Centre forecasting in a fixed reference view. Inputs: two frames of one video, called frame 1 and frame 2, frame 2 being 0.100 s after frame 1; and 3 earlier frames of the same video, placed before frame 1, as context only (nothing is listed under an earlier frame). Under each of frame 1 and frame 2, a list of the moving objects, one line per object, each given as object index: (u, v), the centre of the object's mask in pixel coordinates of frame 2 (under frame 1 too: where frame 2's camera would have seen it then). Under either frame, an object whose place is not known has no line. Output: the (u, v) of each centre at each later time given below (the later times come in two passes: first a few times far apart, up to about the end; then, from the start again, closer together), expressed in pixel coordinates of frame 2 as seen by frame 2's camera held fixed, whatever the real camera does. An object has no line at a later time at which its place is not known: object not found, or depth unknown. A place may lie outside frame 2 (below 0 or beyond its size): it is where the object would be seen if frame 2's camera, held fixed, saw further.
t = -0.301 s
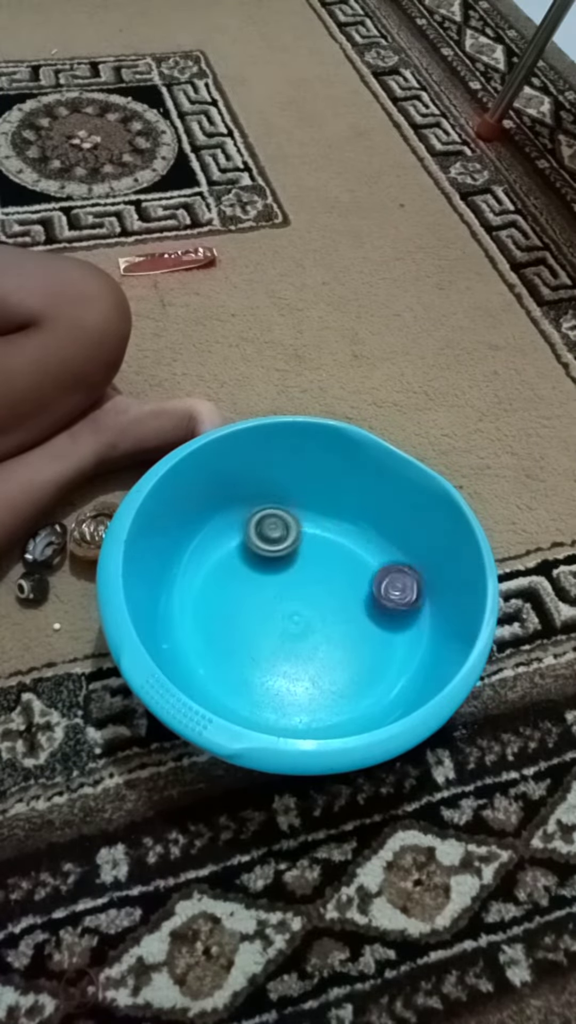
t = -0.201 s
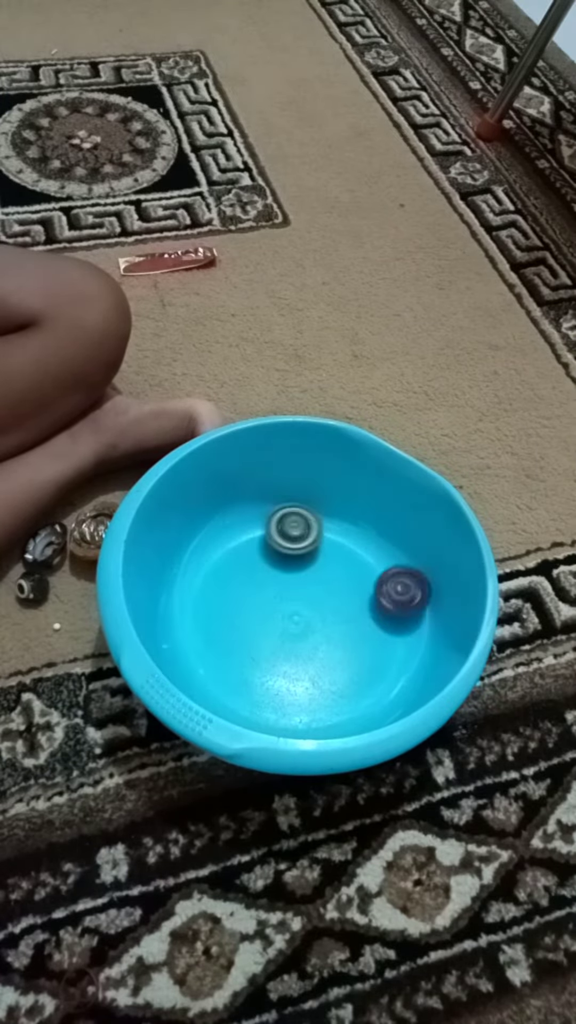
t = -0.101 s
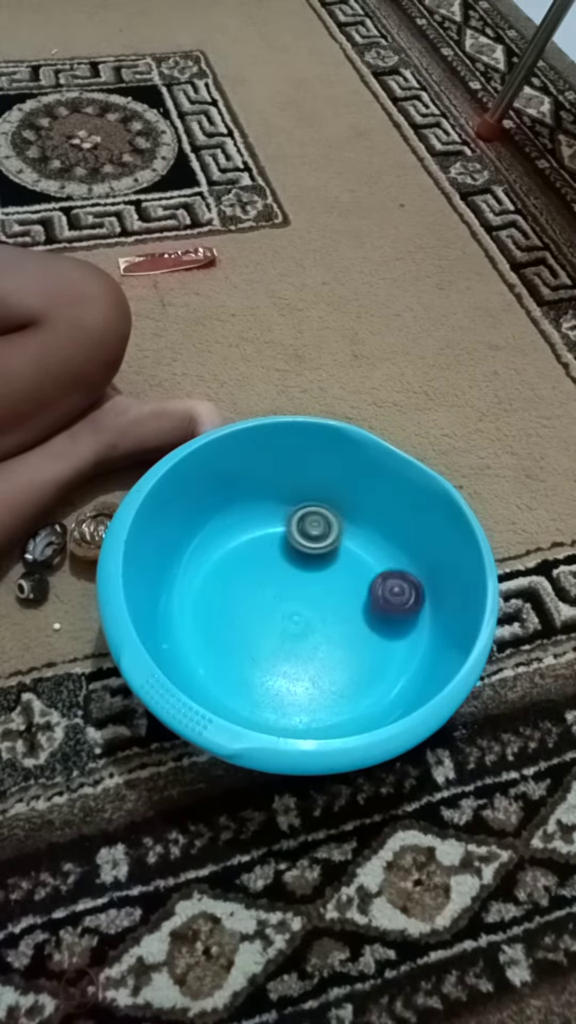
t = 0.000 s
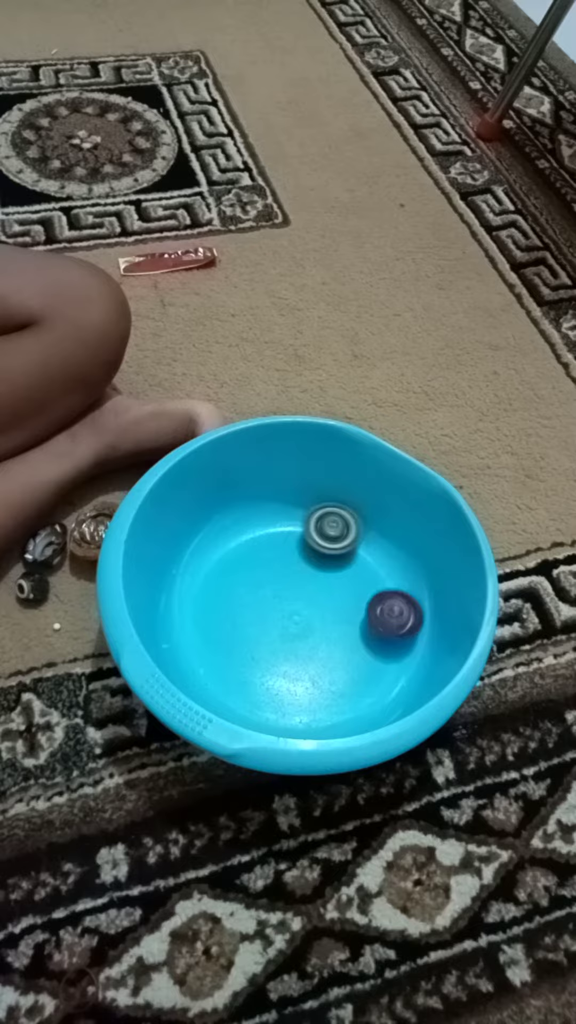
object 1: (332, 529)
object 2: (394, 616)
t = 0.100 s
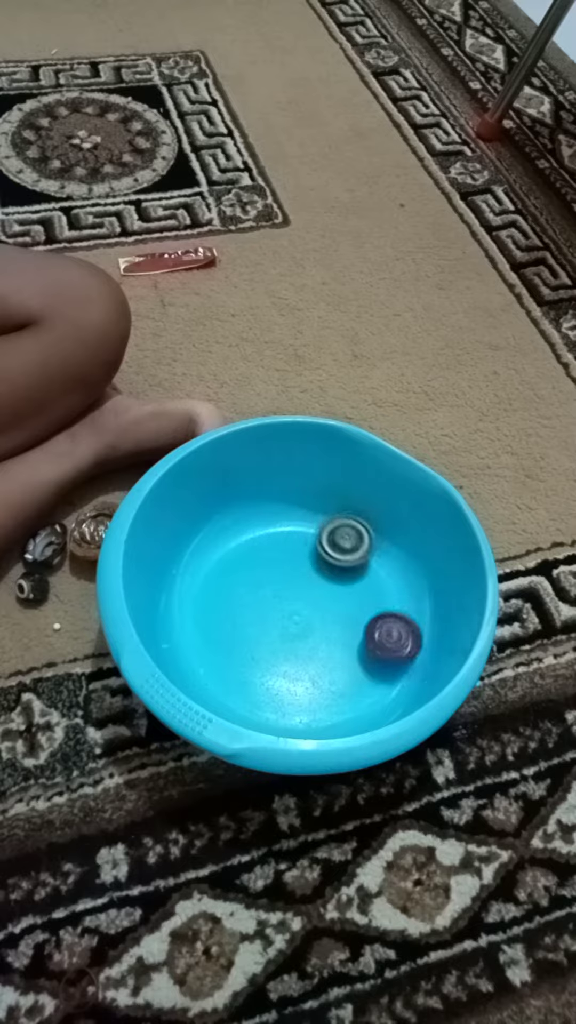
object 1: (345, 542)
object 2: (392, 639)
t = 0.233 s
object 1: (366, 563)
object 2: (390, 670)
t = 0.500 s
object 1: (396, 615)
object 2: (368, 686)
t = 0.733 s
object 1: (385, 658)
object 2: (330, 714)
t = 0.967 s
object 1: (361, 672)
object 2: (284, 703)
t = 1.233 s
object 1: (323, 656)
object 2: (236, 653)
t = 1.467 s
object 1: (304, 640)
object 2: (232, 602)
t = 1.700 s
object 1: (296, 623)
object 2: (250, 560)
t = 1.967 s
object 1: (287, 608)
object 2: (293, 534)
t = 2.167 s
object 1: (285, 601)
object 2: (332, 529)
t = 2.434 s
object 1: (284, 586)
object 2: (357, 550)
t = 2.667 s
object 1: (287, 573)
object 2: (372, 591)
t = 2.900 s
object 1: (298, 554)
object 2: (372, 632)
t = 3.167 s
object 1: (322, 533)
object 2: (353, 679)
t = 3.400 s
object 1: (335, 531)
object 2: (317, 715)
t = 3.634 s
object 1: (346, 536)
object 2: (287, 708)
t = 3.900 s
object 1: (361, 550)
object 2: (244, 667)
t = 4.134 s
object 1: (382, 566)
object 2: (222, 628)
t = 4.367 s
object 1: (384, 589)
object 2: (209, 589)
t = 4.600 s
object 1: (394, 615)
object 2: (211, 555)
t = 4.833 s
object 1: (384, 629)
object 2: (239, 544)
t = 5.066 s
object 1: (353, 631)
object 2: (278, 538)
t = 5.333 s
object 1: (323, 616)
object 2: (322, 530)
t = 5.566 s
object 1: (299, 592)
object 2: (338, 531)
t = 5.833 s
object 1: (284, 566)
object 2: (364, 559)
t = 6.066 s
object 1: (286, 539)
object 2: (393, 582)
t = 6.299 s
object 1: (295, 532)
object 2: (395, 589)
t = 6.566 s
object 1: (319, 537)
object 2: (388, 623)
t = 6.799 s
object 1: (341, 534)
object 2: (400, 657)
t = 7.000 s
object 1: (351, 543)
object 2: (397, 653)
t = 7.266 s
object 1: (365, 555)
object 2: (367, 677)
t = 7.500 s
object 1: (349, 575)
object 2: (359, 706)
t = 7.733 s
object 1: (325, 583)
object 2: (339, 691)
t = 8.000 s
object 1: (296, 577)
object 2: (301, 693)
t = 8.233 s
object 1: (275, 562)
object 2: (272, 710)
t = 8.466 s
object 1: (267, 539)
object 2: (264, 702)
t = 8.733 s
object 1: (267, 530)
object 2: (232, 674)
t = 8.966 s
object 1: (275, 524)
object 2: (209, 673)
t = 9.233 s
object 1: (286, 525)
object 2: (220, 649)
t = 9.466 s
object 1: (289, 524)
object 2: (221, 630)
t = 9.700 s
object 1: (301, 531)
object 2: (206, 608)
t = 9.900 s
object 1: (312, 529)
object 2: (195, 589)
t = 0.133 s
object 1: (350, 547)
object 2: (391, 646)
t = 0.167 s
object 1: (356, 552)
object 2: (390, 655)
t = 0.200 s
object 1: (361, 557)
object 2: (391, 663)
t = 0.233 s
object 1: (366, 563)
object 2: (390, 670)
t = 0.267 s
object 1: (370, 569)
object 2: (390, 676)
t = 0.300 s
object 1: (374, 575)
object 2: (391, 676)
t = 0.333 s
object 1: (378, 581)
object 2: (391, 674)
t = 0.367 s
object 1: (382, 588)
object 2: (390, 672)
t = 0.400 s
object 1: (386, 594)
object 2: (386, 672)
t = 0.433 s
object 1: (390, 601)
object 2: (380, 678)
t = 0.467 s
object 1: (393, 608)
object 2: (374, 682)
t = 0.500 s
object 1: (396, 615)
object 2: (368, 686)
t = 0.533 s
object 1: (399, 621)
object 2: (361, 691)
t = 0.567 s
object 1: (402, 627)
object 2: (355, 696)
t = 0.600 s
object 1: (398, 631)
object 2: (348, 700)
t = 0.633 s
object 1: (394, 636)
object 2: (341, 707)
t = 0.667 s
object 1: (392, 643)
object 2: (336, 710)
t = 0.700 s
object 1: (388, 650)
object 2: (331, 713)
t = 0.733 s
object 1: (385, 658)
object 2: (330, 714)
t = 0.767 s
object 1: (379, 666)
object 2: (331, 713)
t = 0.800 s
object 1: (380, 670)
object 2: (324, 713)
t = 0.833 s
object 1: (383, 674)
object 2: (313, 713)
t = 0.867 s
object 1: (383, 676)
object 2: (305, 711)
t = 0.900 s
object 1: (375, 673)
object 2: (299, 710)
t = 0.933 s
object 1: (368, 673)
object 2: (291, 708)
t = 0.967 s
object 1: (361, 672)
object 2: (284, 703)
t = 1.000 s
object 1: (355, 671)
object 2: (276, 697)
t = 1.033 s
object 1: (349, 670)
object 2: (269, 693)
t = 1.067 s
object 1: (344, 668)
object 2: (263, 687)
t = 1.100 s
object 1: (339, 666)
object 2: (255, 681)
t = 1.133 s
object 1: (335, 663)
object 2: (248, 674)
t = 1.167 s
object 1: (331, 661)
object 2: (243, 668)
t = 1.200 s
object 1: (327, 658)
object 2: (239, 659)
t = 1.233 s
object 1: (323, 656)
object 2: (236, 653)
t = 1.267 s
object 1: (320, 653)
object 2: (234, 644)
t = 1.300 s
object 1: (316, 651)
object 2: (232, 637)
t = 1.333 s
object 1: (313, 648)
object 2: (231, 630)
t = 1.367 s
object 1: (310, 646)
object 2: (230, 623)
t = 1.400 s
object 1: (308, 644)
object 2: (230, 615)
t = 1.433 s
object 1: (306, 642)
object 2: (230, 609)
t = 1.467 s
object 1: (304, 640)
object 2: (232, 602)
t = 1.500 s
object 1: (302, 638)
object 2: (232, 595)
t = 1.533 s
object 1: (300, 636)
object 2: (234, 589)
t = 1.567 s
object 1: (298, 633)
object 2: (236, 582)
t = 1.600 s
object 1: (297, 631)
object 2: (239, 576)
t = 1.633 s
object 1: (296, 628)
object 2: (242, 570)
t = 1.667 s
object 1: (296, 626)
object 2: (246, 565)
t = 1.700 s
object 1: (296, 623)
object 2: (250, 560)
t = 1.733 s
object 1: (295, 621)
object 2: (255, 556)
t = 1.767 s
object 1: (293, 619)
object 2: (259, 552)
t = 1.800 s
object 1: (292, 616)
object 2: (265, 548)
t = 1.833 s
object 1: (290, 614)
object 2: (269, 545)
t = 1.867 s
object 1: (289, 612)
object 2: (276, 541)
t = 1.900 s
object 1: (288, 610)
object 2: (281, 539)
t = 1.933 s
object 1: (287, 609)
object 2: (288, 536)
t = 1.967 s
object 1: (287, 608)
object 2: (293, 534)
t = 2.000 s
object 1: (286, 607)
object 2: (301, 532)
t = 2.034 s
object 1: (286, 607)
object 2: (307, 530)
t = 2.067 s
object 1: (285, 607)
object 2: (314, 529)
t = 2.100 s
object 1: (285, 606)
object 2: (320, 528)
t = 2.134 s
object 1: (285, 604)
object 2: (327, 528)
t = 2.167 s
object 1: (285, 601)
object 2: (332, 529)
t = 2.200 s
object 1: (285, 599)
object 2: (336, 529)
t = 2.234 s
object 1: (285, 598)
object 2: (340, 530)
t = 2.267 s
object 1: (284, 596)
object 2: (343, 531)
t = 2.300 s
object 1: (284, 594)
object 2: (343, 533)
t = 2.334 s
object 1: (283, 593)
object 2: (347, 535)
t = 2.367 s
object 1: (283, 591)
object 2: (350, 540)
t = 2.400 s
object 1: (284, 589)
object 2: (354, 545)
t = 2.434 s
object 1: (284, 586)
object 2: (357, 550)
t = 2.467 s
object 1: (284, 585)
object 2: (361, 556)
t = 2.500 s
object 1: (285, 583)
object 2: (364, 561)
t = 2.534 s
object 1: (285, 581)
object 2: (367, 567)
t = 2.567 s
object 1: (285, 578)
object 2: (368, 573)
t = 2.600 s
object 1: (286, 576)
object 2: (370, 579)
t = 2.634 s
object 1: (286, 574)
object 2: (371, 585)
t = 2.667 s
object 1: (287, 573)
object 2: (372, 591)
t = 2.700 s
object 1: (288, 570)
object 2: (373, 597)
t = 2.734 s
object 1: (289, 568)
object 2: (374, 602)
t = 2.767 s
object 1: (291, 565)
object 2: (373, 609)
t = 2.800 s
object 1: (292, 562)
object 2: (374, 614)
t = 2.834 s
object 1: (294, 559)
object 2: (373, 621)
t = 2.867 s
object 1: (296, 556)
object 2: (373, 626)
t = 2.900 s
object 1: (298, 554)
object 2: (372, 632)
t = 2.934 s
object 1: (300, 551)
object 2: (371, 638)
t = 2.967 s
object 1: (302, 549)
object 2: (370, 644)
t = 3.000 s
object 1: (305, 547)
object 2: (368, 649)
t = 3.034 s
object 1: (308, 544)
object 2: (366, 655)
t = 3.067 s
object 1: (311, 541)
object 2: (363, 661)
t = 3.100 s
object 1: (314, 538)
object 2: (361, 667)
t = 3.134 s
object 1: (318, 536)
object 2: (357, 673)
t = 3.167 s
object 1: (322, 533)
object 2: (353, 679)
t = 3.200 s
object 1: (326, 530)
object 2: (348, 686)
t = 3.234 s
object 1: (328, 528)
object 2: (344, 690)
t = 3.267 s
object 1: (329, 529)
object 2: (339, 695)
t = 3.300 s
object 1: (330, 530)
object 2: (334, 701)
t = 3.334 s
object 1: (332, 530)
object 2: (328, 707)
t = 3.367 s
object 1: (333, 530)
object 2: (323, 711)
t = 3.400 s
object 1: (335, 531)
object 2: (317, 715)
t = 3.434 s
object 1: (336, 531)
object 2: (313, 716)
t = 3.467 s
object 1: (337, 532)
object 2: (311, 716)
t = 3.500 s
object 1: (339, 533)
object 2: (307, 716)
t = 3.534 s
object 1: (341, 534)
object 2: (304, 715)
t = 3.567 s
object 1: (342, 535)
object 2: (299, 713)
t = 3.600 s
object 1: (344, 535)
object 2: (294, 711)
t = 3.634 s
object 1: (346, 536)
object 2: (287, 708)
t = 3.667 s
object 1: (348, 536)
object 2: (281, 703)
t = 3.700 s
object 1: (349, 538)
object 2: (276, 698)
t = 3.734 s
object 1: (351, 538)
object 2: (270, 693)
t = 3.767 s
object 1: (352, 539)
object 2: (264, 689)
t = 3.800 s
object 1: (353, 542)
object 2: (258, 682)
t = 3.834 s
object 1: (355, 544)
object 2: (253, 677)
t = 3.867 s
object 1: (358, 547)
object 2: (248, 672)
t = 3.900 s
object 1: (361, 550)
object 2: (244, 667)
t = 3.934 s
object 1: (363, 553)
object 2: (239, 661)
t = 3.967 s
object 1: (366, 555)
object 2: (236, 656)
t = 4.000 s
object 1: (370, 558)
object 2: (232, 650)
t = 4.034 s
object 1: (373, 560)
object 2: (229, 645)
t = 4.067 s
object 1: (376, 562)
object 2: (227, 640)
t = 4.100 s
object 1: (379, 564)
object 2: (224, 634)
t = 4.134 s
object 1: (382, 566)
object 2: (222, 628)
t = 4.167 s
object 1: (384, 567)
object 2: (219, 622)
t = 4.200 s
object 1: (383, 571)
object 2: (217, 618)
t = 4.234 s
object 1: (383, 574)
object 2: (215, 611)
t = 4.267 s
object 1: (383, 577)
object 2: (213, 606)
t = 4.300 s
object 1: (383, 581)
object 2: (211, 600)
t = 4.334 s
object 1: (384, 585)
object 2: (210, 595)
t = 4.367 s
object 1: (384, 589)
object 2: (209, 589)
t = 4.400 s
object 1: (385, 592)
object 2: (209, 583)
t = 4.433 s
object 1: (386, 596)
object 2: (208, 578)
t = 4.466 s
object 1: (387, 599)
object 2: (209, 571)
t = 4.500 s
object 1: (388, 603)
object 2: (209, 567)
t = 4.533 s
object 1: (390, 607)
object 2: (210, 561)
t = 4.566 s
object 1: (392, 611)
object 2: (211, 558)
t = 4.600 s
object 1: (394, 615)
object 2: (211, 555)
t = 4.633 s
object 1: (396, 619)
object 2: (212, 555)
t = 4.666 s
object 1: (398, 623)
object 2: (214, 553)
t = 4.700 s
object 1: (401, 626)
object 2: (219, 552)
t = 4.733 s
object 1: (403, 628)
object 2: (222, 551)
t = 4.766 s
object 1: (396, 628)
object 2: (228, 547)
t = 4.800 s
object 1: (389, 627)
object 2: (233, 546)
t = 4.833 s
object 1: (384, 629)
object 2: (239, 544)
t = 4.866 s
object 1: (379, 631)
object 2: (244, 543)
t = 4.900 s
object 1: (375, 632)
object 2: (250, 541)
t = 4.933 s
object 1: (371, 633)
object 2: (257, 539)
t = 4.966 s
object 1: (366, 633)
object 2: (261, 539)
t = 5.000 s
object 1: (362, 633)
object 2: (268, 536)
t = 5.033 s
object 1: (357, 632)
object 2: (272, 537)
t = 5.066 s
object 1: (353, 631)
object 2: (278, 538)
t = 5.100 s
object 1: (349, 629)
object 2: (283, 535)
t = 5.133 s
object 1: (345, 628)
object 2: (288, 535)
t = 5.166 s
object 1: (341, 626)
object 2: (295, 534)
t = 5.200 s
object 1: (337, 624)
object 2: (299, 534)
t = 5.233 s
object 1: (334, 622)
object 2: (306, 531)
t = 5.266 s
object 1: (330, 620)
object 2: (311, 532)
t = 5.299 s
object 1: (327, 618)
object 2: (316, 530)
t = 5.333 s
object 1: (323, 616)
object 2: (322, 530)
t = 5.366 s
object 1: (320, 613)
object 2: (325, 531)
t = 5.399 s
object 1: (317, 610)
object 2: (332, 530)
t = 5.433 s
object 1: (314, 606)
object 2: (336, 530)
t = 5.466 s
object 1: (310, 602)
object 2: (338, 530)
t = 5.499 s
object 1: (306, 598)
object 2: (338, 529)
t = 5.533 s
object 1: (303, 594)
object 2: (337, 530)
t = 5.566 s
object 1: (299, 592)
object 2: (338, 531)
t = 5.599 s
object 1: (296, 589)
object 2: (339, 533)
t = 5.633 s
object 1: (294, 585)
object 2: (344, 537)
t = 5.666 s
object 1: (292, 582)
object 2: (347, 541)
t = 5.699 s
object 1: (290, 579)
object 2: (350, 545)
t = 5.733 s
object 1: (288, 576)
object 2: (353, 549)
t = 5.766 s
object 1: (286, 573)
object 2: (357, 552)
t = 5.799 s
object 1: (285, 569)
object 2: (361, 556)
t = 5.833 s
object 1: (284, 566)
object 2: (364, 559)
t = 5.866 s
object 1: (284, 562)
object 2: (368, 563)
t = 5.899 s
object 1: (283, 558)
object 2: (372, 567)
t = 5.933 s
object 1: (283, 555)
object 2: (376, 570)
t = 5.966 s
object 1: (283, 551)
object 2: (381, 573)
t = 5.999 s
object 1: (283, 547)
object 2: (384, 576)
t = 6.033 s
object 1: (284, 543)
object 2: (390, 580)
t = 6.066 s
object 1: (286, 539)
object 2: (393, 582)
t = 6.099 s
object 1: (287, 535)
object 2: (397, 585)
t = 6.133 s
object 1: (289, 531)
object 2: (400, 586)
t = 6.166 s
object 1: (291, 526)
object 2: (399, 586)
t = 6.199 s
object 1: (291, 523)
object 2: (399, 585)
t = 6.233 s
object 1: (291, 529)
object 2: (396, 586)
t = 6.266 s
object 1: (292, 531)
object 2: (395, 587)
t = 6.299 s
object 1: (295, 532)
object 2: (395, 589)
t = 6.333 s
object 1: (298, 533)
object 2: (394, 593)
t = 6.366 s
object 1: (301, 534)
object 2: (392, 598)
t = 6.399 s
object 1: (304, 535)
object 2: (390, 601)
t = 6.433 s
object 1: (307, 536)
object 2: (390, 605)
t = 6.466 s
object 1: (310, 536)
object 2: (389, 611)
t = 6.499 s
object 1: (313, 537)
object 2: (388, 614)
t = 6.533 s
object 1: (316, 537)
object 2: (388, 619)
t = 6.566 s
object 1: (319, 537)
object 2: (388, 623)
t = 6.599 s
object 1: (322, 537)
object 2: (389, 629)
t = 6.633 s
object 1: (325, 537)
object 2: (390, 634)
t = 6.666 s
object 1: (327, 536)
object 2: (392, 638)
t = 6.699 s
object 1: (331, 536)
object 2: (394, 644)
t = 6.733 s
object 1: (334, 536)
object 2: (396, 648)
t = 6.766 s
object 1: (338, 535)
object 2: (398, 652)
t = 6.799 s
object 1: (341, 534)
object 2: (400, 657)
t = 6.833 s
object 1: (343, 534)
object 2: (400, 659)
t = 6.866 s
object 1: (343, 536)
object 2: (403, 655)
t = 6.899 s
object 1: (345, 538)
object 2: (402, 655)
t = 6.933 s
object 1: (347, 540)
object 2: (401, 652)
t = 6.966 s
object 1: (349, 541)
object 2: (400, 652)
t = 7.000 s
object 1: (351, 543)
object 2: (397, 653)
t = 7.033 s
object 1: (354, 545)
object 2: (392, 655)
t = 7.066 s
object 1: (357, 546)
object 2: (387, 658)
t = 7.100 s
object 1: (359, 547)
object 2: (384, 659)
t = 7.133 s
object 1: (362, 548)
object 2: (380, 663)
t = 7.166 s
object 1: (364, 549)
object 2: (375, 667)
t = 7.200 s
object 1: (367, 550)
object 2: (373, 670)
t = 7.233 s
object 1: (368, 550)
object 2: (369, 674)
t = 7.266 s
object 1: (365, 555)
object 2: (367, 677)
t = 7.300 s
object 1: (362, 559)
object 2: (364, 684)
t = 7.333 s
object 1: (360, 562)
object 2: (362, 689)
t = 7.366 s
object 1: (359, 566)
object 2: (361, 693)
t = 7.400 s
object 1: (357, 569)
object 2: (359, 699)
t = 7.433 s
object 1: (354, 572)
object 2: (357, 704)
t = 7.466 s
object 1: (352, 574)
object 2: (358, 705)
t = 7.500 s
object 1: (349, 575)
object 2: (359, 706)
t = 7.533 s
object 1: (346, 577)
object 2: (359, 705)
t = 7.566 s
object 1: (342, 578)
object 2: (361, 700)
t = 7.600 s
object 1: (340, 579)
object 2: (359, 700)
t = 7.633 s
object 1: (336, 581)
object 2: (356, 699)
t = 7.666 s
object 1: (333, 582)
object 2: (351, 698)
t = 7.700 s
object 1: (329, 582)
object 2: (344, 694)
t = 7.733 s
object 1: (325, 583)
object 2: (339, 691)
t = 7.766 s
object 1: (322, 583)
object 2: (335, 691)
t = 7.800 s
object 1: (318, 582)
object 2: (330, 690)
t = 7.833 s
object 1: (314, 582)
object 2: (325, 689)
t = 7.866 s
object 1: (311, 581)
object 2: (320, 688)
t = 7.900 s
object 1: (307, 580)
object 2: (316, 687)
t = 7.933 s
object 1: (303, 579)
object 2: (310, 689)
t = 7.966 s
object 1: (300, 578)
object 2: (305, 691)
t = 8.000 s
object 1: (296, 577)
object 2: (301, 693)
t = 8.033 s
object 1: (293, 575)
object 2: (296, 696)
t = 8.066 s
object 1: (289, 574)
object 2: (291, 699)
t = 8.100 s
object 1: (286, 572)
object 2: (287, 702)
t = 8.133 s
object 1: (283, 570)
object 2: (282, 704)
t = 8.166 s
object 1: (280, 567)
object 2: (279, 707)
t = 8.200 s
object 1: (278, 565)
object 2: (275, 709)
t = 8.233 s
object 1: (275, 562)
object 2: (272, 710)
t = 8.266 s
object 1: (273, 559)
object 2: (271, 711)
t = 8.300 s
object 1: (271, 556)
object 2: (272, 712)
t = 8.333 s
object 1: (269, 554)
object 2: (272, 711)
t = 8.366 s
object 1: (268, 550)
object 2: (271, 709)
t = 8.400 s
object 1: (267, 547)
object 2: (269, 707)
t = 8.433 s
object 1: (267, 543)
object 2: (267, 705)
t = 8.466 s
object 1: (267, 539)
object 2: (264, 702)
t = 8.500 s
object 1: (267, 536)
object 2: (261, 696)
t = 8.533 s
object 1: (267, 531)
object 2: (257, 691)
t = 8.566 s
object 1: (266, 527)
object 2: (254, 687)
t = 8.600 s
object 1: (266, 528)
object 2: (251, 683)
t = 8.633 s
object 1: (265, 530)
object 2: (246, 679)
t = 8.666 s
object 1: (264, 530)
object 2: (241, 678)
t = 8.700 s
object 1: (266, 530)
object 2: (237, 676)
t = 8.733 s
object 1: (267, 530)
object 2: (232, 674)
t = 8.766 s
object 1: (269, 528)
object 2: (227, 673)
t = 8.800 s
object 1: (271, 528)
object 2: (222, 671)
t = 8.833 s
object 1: (272, 527)
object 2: (217, 671)
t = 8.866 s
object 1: (272, 526)
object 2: (213, 671)
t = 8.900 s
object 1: (274, 525)
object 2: (209, 672)
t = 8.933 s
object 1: (274, 523)
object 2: (209, 672)
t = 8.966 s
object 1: (275, 524)
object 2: (209, 673)
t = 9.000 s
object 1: (276, 525)
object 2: (210, 672)
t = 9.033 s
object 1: (277, 526)
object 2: (213, 672)
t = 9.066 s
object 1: (278, 525)
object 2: (214, 671)
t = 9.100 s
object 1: (280, 526)
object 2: (213, 669)
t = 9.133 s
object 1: (281, 526)
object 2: (214, 663)
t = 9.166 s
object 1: (283, 526)
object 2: (215, 658)
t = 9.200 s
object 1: (285, 525)
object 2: (218, 651)
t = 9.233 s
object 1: (286, 525)
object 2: (220, 649)
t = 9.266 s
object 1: (287, 524)
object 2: (220, 645)
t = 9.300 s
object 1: (288, 523)
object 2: (221, 642)
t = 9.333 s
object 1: (289, 523)
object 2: (222, 639)
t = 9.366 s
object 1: (289, 522)
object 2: (221, 637)
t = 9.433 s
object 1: (289, 523)
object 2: (221, 632)
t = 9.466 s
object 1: (289, 524)
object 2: (221, 630)
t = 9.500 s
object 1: (291, 526)
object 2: (219, 629)
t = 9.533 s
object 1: (292, 528)
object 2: (218, 624)
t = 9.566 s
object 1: (294, 529)
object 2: (218, 620)
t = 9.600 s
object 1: (296, 530)
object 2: (215, 619)
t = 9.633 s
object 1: (298, 531)
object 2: (212, 616)
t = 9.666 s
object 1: (300, 531)
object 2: (209, 611)
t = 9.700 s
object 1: (301, 531)
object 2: (206, 608)
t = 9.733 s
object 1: (303, 531)
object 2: (205, 605)
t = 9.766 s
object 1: (305, 531)
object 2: (203, 601)
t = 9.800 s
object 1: (307, 531)
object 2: (200, 599)
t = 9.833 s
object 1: (309, 530)
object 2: (199, 596)
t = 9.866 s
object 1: (311, 529)
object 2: (198, 589)
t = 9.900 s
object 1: (312, 529)
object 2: (195, 589)
